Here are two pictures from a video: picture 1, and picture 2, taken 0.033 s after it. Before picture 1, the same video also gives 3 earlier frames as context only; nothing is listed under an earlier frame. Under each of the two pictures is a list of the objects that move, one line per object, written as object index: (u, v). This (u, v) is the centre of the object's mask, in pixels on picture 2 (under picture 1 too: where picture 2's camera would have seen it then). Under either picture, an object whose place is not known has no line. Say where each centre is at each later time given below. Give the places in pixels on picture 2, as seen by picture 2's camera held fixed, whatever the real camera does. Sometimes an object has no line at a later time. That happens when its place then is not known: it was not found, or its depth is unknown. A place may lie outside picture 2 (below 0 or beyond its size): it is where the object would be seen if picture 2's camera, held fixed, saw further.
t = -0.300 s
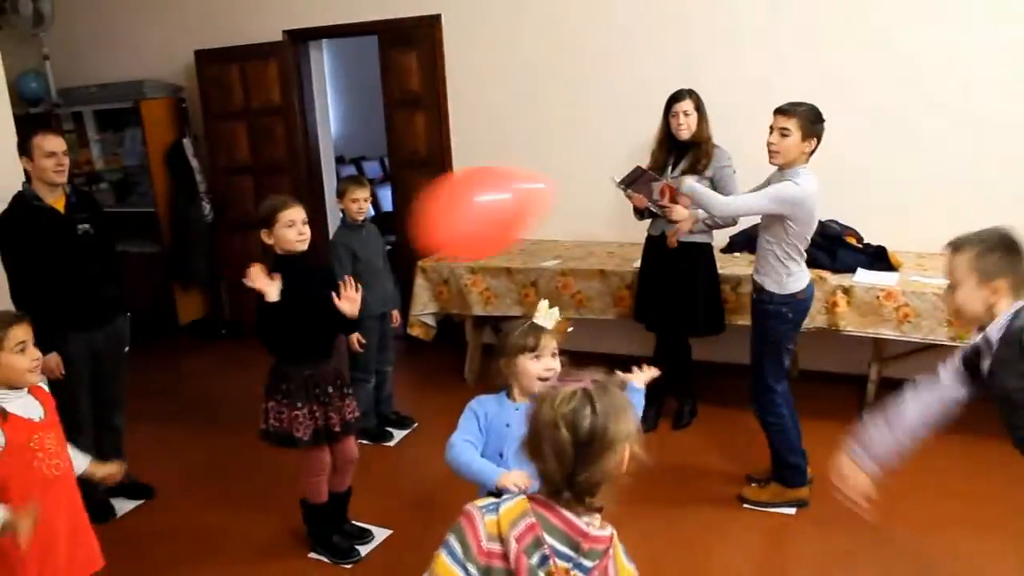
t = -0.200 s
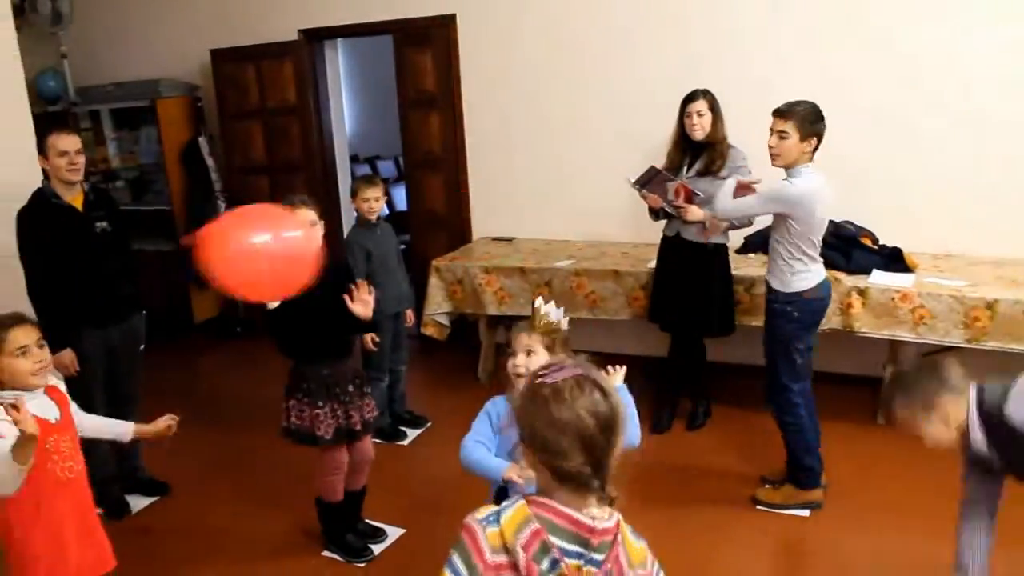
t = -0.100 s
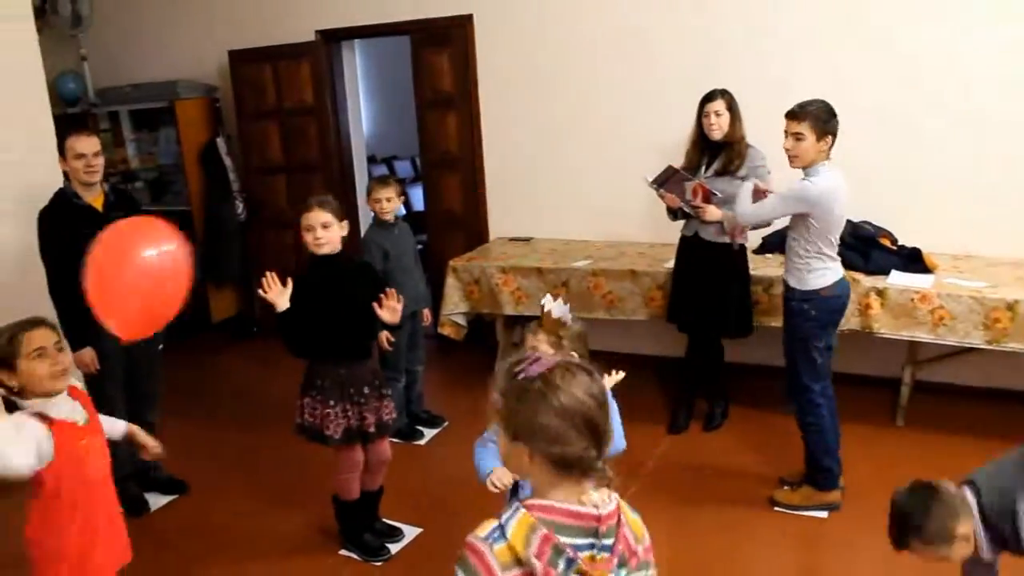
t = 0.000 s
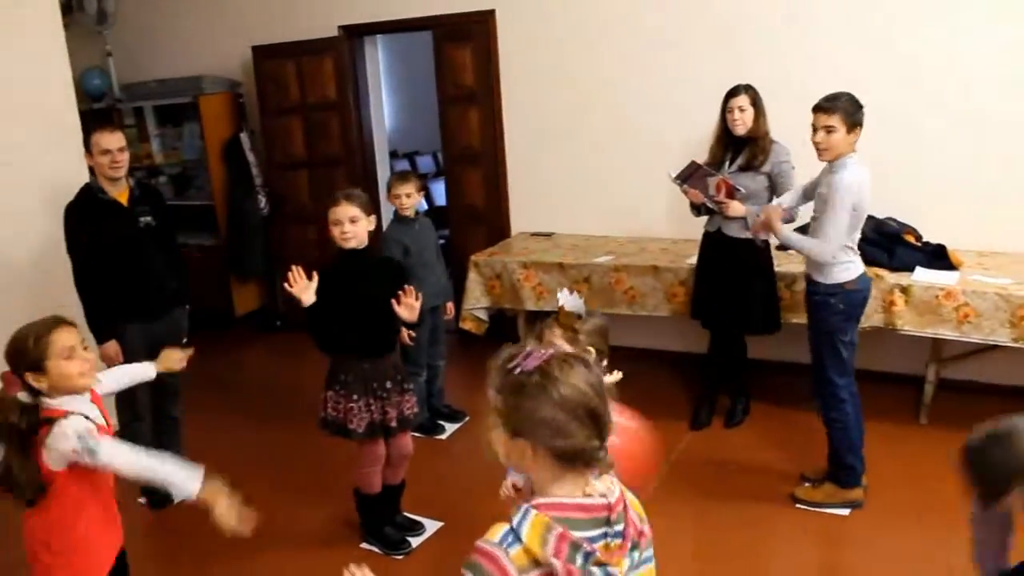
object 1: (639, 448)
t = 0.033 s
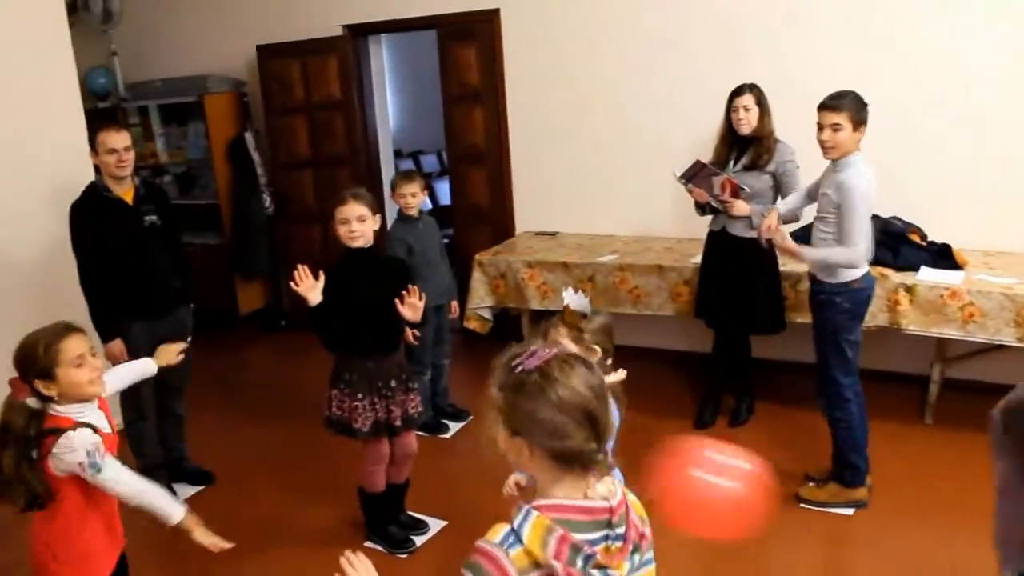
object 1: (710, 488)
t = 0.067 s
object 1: (799, 507)
